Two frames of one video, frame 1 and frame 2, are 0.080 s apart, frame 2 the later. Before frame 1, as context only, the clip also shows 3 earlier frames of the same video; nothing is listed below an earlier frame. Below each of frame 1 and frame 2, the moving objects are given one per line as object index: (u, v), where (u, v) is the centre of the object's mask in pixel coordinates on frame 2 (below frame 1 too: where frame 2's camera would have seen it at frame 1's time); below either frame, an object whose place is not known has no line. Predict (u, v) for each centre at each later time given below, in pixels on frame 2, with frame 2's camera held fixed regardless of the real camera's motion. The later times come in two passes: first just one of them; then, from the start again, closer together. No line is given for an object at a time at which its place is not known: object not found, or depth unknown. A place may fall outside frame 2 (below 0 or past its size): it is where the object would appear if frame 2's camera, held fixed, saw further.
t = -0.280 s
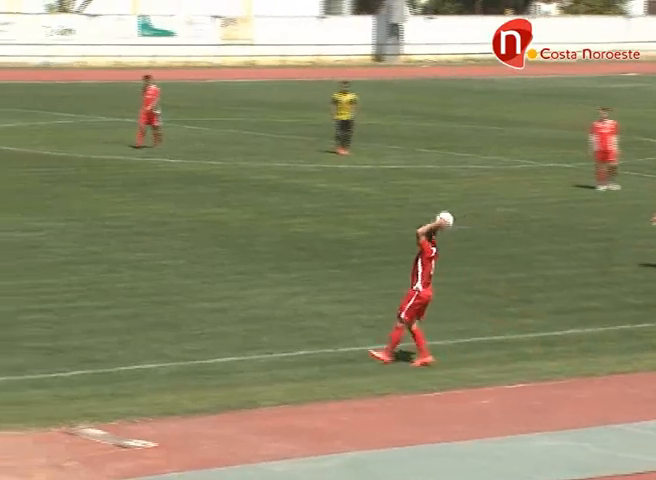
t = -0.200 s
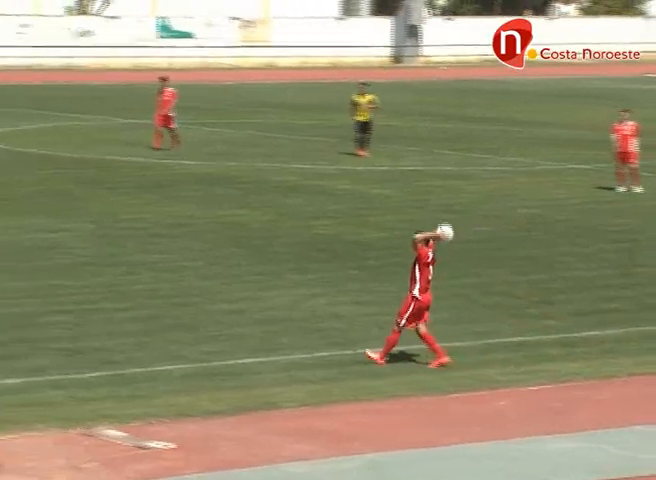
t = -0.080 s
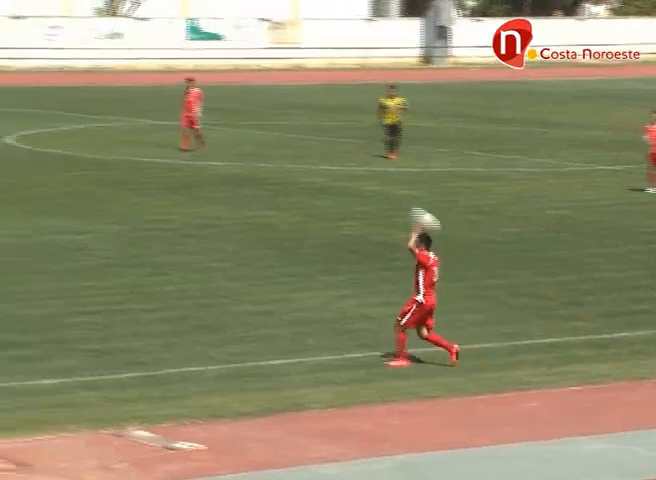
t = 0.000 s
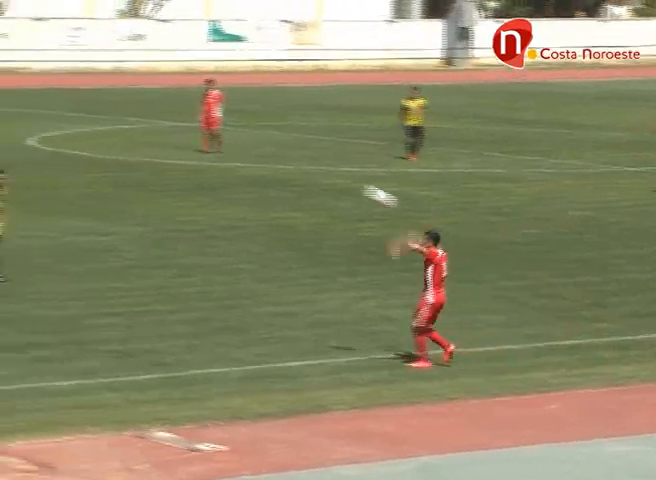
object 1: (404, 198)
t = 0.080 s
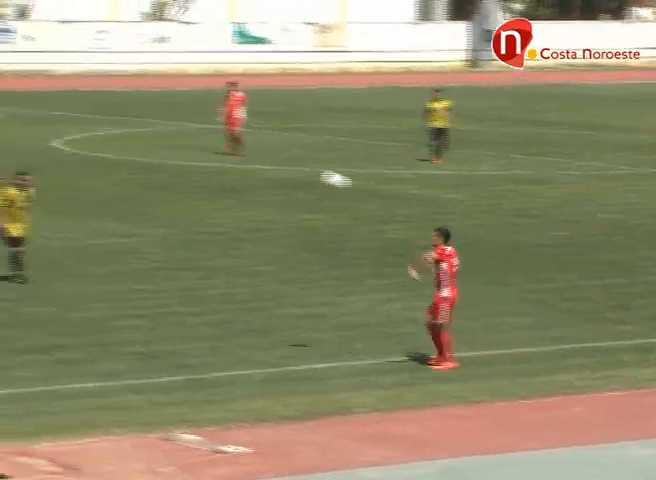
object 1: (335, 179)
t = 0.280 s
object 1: (180, 157)
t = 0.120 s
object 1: (305, 172)
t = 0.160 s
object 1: (273, 166)
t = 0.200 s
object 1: (242, 162)
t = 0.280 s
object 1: (180, 157)
